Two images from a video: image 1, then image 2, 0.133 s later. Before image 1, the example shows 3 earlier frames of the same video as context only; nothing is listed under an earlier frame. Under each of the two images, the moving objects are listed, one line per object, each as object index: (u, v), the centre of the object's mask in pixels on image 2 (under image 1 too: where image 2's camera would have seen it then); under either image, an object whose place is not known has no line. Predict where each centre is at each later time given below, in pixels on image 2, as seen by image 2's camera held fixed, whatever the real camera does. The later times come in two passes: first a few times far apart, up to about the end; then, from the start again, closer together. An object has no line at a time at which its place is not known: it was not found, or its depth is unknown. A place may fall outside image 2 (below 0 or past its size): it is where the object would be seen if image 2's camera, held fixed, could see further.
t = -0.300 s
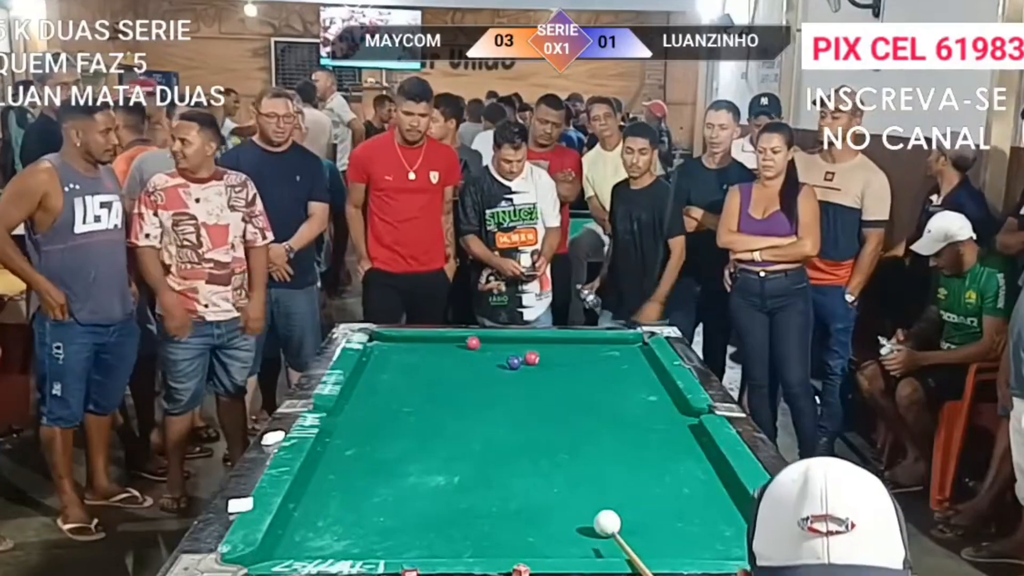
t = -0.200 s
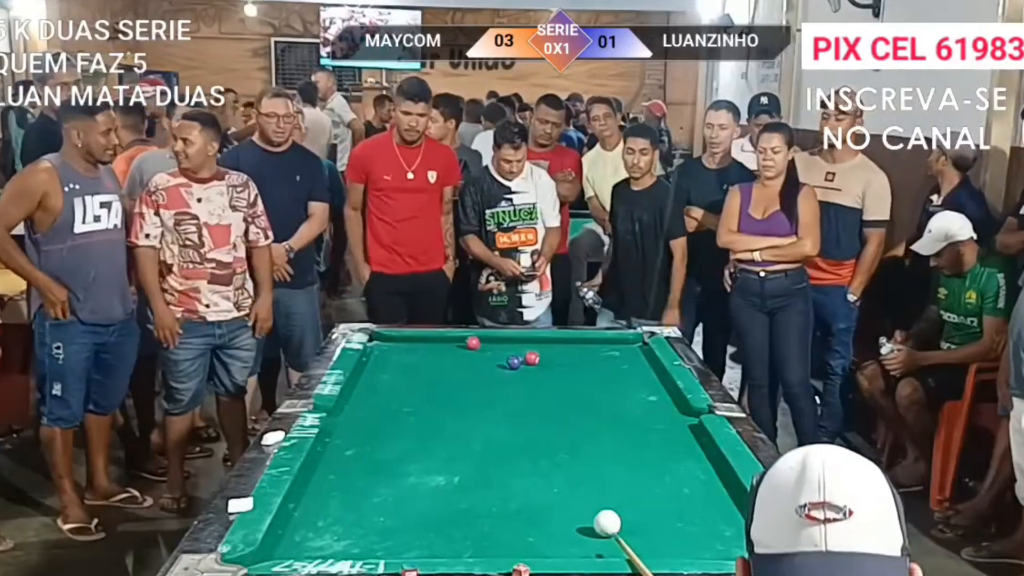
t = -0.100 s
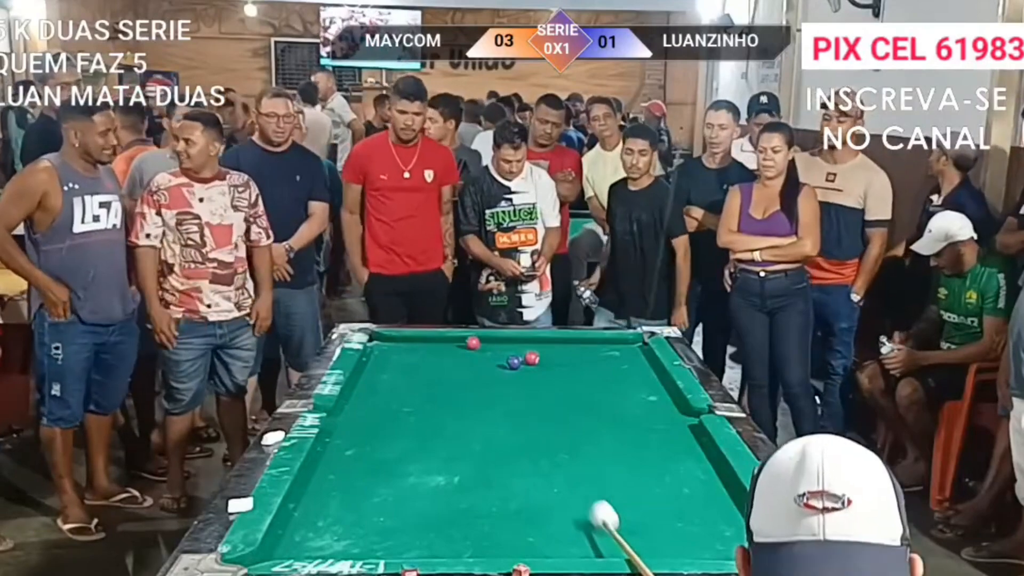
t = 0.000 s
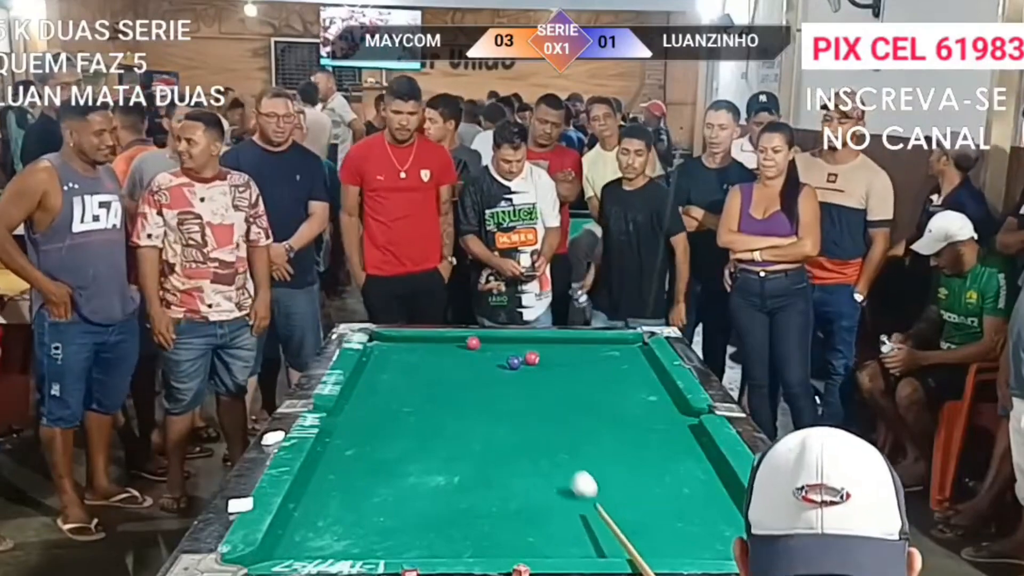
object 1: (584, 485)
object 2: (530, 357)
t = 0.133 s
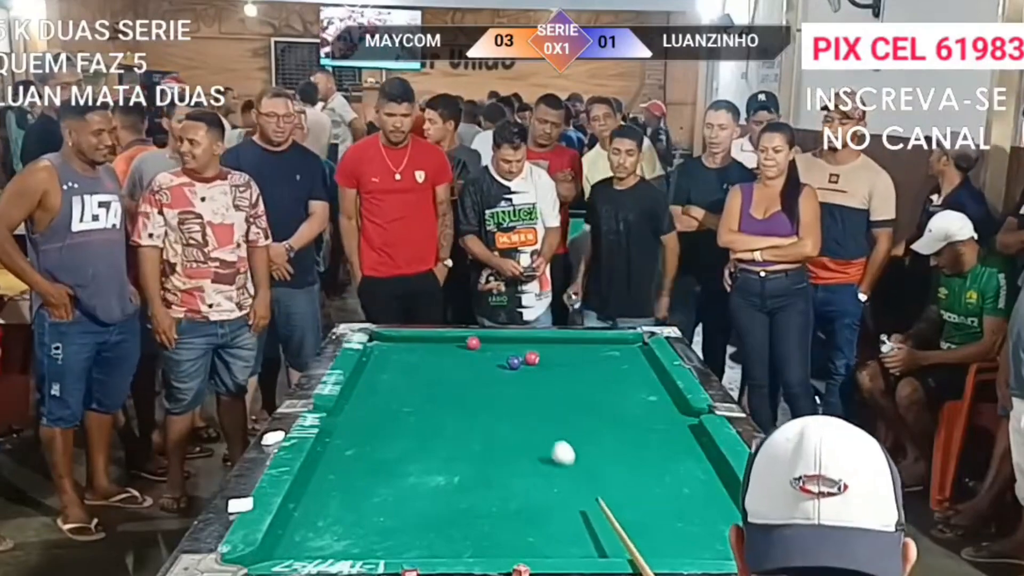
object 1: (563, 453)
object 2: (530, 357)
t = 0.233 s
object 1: (550, 434)
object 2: (530, 357)
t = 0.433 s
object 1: (528, 400)
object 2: (530, 357)
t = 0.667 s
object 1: (507, 369)
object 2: (530, 357)
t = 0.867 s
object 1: (471, 354)
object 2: (553, 352)
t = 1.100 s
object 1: (429, 340)
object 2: (585, 345)
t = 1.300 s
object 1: (391, 343)
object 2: (610, 341)
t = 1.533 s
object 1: (388, 351)
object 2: (634, 345)
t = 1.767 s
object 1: (411, 360)
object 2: (638, 348)
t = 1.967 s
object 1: (431, 368)
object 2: (628, 351)
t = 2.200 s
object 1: (456, 376)
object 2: (618, 355)
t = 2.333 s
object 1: (469, 381)
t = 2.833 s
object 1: (521, 401)
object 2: (593, 362)
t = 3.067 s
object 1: (545, 410)
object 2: (587, 364)
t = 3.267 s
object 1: (565, 417)
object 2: (582, 366)
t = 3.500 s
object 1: (588, 426)
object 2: (577, 366)
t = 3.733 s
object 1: (612, 435)
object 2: (573, 368)
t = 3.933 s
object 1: (631, 442)
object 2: (572, 369)
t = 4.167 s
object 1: (653, 451)
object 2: (570, 369)
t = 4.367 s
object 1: (671, 457)
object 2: (570, 369)
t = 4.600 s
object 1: (692, 465)
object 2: (570, 369)
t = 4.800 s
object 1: (709, 471)
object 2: (570, 369)
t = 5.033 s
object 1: (724, 477)
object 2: (570, 369)
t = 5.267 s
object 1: (720, 482)
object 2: (570, 369)
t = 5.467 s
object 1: (718, 485)
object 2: (570, 369)
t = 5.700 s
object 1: (715, 488)
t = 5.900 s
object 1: (714, 489)
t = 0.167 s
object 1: (559, 447)
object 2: (530, 357)
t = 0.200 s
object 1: (554, 440)
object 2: (530, 357)
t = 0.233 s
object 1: (550, 434)
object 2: (530, 357)
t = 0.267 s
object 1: (546, 427)
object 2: (530, 357)
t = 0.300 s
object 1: (542, 421)
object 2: (530, 357)
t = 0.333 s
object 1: (538, 416)
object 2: (530, 357)
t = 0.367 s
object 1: (535, 410)
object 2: (530, 357)
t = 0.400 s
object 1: (531, 405)
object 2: (530, 357)
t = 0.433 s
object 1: (528, 400)
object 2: (530, 357)
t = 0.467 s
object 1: (524, 395)
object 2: (530, 357)
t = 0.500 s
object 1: (521, 391)
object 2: (530, 357)
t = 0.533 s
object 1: (518, 386)
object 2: (530, 357)
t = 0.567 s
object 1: (515, 381)
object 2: (530, 357)
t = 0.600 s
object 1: (512, 377)
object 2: (530, 357)
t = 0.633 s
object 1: (510, 373)
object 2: (530, 357)
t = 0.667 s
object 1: (507, 369)
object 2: (530, 357)
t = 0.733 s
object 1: (498, 363)
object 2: (532, 357)
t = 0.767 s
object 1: (491, 361)
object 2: (536, 356)
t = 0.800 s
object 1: (484, 359)
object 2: (540, 355)
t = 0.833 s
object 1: (477, 356)
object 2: (547, 354)
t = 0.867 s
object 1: (471, 354)
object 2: (553, 352)
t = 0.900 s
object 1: (464, 352)
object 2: (557, 351)
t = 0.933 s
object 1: (458, 350)
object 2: (563, 350)
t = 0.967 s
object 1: (452, 348)
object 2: (568, 349)
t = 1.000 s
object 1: (446, 346)
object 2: (572, 348)
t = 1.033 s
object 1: (441, 343)
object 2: (577, 347)
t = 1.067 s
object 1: (435, 342)
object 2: (581, 346)
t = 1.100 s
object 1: (429, 340)
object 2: (585, 345)
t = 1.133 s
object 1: (424, 338)
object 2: (590, 344)
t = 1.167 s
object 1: (417, 338)
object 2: (594, 344)
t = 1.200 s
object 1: (411, 340)
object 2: (598, 343)
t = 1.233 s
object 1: (404, 341)
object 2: (603, 342)
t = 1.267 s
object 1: (398, 342)
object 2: (606, 341)
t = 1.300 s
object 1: (391, 343)
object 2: (610, 341)
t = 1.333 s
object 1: (385, 345)
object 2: (613, 341)
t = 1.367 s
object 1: (378, 346)
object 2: (617, 341)
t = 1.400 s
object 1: (374, 347)
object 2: (620, 342)
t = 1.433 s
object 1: (377, 348)
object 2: (623, 343)
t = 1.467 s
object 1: (381, 349)
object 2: (627, 343)
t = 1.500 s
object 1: (384, 350)
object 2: (630, 344)
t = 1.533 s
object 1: (388, 351)
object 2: (634, 345)
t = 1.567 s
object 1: (391, 353)
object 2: (637, 345)
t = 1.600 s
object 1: (394, 354)
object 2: (641, 347)
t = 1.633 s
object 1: (397, 355)
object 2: (642, 347)
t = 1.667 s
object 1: (401, 357)
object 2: (642, 347)
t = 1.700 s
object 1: (404, 358)
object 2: (641, 348)
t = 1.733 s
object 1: (408, 359)
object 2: (640, 348)
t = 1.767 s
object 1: (411, 360)
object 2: (638, 348)
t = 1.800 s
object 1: (414, 362)
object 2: (635, 349)
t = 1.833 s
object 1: (418, 363)
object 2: (634, 349)
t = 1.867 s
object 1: (421, 364)
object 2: (632, 350)
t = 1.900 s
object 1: (425, 365)
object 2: (631, 351)
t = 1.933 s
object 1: (428, 366)
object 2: (630, 351)
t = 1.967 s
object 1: (431, 368)
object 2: (628, 351)
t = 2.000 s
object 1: (435, 369)
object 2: (627, 352)
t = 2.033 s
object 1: (438, 370)
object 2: (625, 352)
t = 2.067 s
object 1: (441, 372)
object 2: (623, 353)
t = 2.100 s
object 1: (447, 372)
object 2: (622, 353)
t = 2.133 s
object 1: (449, 374)
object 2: (620, 353)
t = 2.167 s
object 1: (452, 375)
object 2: (619, 354)
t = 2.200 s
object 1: (456, 376)
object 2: (618, 355)
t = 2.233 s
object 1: (459, 378)
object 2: (616, 355)
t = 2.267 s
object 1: (462, 379)
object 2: (614, 356)
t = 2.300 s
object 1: (466, 380)
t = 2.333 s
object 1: (469, 381)
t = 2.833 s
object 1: (521, 401)
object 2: (593, 362)
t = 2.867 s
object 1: (524, 402)
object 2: (593, 362)
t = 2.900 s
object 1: (528, 403)
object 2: (592, 362)
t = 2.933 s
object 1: (531, 405)
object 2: (590, 363)
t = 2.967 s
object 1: (534, 406)
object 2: (589, 363)
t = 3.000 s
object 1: (538, 407)
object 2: (588, 363)
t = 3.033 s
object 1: (541, 408)
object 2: (587, 364)
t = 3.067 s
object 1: (545, 410)
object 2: (587, 364)
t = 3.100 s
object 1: (548, 411)
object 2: (586, 364)
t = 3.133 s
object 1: (552, 412)
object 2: (585, 365)
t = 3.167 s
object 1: (555, 413)
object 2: (584, 365)
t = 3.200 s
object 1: (558, 415)
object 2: (584, 365)
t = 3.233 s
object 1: (562, 416)
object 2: (583, 365)
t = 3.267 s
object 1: (565, 417)
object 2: (582, 366)
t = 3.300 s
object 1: (568, 419)
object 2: (581, 366)
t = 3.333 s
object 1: (572, 420)
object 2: (580, 366)
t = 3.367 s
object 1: (575, 421)
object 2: (580, 366)
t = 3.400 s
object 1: (579, 422)
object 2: (579, 366)
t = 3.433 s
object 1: (582, 424)
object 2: (578, 366)
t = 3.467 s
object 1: (585, 425)
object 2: (578, 366)
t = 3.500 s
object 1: (588, 426)
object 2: (577, 366)
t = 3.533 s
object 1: (592, 427)
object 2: (577, 367)
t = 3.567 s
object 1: (595, 429)
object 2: (576, 367)
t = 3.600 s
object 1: (599, 430)
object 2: (575, 368)
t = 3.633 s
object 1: (602, 431)
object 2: (575, 368)
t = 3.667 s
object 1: (605, 432)
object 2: (574, 368)
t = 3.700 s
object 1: (608, 433)
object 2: (574, 368)
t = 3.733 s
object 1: (612, 435)
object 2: (573, 368)
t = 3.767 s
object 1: (615, 436)
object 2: (573, 369)
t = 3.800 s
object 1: (618, 437)
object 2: (573, 369)
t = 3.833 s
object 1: (621, 438)
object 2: (573, 369)
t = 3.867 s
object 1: (625, 440)
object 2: (572, 369)
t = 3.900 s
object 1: (628, 441)
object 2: (572, 369)
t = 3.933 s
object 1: (631, 442)
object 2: (572, 369)
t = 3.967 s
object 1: (635, 444)
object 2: (572, 369)
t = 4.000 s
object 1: (638, 444)
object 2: (571, 369)
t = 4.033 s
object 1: (641, 446)
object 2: (571, 369)
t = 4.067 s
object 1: (644, 447)
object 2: (571, 369)
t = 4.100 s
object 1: (647, 449)
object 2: (571, 369)
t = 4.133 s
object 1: (650, 449)
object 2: (571, 369)
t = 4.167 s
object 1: (653, 451)
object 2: (570, 369)
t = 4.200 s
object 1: (656, 452)
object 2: (570, 369)
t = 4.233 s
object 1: (660, 453)
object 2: (570, 369)
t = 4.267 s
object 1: (663, 454)
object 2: (570, 369)
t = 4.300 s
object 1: (666, 455)
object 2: (570, 369)
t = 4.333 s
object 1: (668, 456)
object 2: (570, 369)
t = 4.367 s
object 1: (671, 457)
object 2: (570, 369)
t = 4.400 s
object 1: (674, 459)
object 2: (570, 369)
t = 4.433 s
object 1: (678, 460)
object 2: (570, 369)
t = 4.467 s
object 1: (680, 461)
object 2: (570, 369)
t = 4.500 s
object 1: (684, 461)
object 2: (570, 369)
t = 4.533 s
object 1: (686, 463)
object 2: (570, 369)
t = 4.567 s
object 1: (689, 464)
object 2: (570, 369)
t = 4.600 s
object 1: (692, 465)
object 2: (570, 369)
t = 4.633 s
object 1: (695, 466)
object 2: (570, 369)
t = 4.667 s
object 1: (698, 467)
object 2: (570, 369)
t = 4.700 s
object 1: (701, 468)
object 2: (570, 369)
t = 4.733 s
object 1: (703, 469)
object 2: (570, 369)
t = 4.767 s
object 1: (706, 470)
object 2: (570, 369)
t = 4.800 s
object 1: (709, 471)
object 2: (570, 369)
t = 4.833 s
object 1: (712, 472)
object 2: (570, 369)
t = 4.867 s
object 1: (715, 473)
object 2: (570, 369)
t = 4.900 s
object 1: (717, 474)
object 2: (570, 369)
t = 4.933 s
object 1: (720, 475)
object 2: (570, 369)
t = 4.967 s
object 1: (723, 476)
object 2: (570, 369)
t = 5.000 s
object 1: (725, 476)
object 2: (570, 369)
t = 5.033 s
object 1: (724, 477)
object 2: (570, 369)
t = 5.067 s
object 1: (724, 478)
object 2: (570, 369)
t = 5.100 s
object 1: (723, 479)
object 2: (570, 369)
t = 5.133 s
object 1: (723, 479)
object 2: (570, 369)
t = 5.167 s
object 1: (722, 480)
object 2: (570, 369)
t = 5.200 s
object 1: (722, 481)
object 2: (570, 369)
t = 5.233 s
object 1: (721, 481)
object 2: (570, 369)
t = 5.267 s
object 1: (720, 482)
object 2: (570, 369)
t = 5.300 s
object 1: (720, 482)
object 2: (570, 369)
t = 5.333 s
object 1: (720, 483)
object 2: (570, 369)
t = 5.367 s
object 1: (719, 483)
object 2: (570, 369)
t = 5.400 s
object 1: (718, 484)
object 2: (570, 369)
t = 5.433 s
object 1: (718, 484)
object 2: (570, 369)
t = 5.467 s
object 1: (718, 485)
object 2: (570, 369)
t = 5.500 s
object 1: (717, 485)
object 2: (570, 369)
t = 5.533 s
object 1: (717, 486)
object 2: (570, 369)
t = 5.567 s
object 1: (717, 486)
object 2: (570, 369)
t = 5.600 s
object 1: (716, 486)
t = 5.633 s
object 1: (716, 487)
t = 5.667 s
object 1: (715, 487)
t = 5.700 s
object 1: (715, 488)
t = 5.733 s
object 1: (715, 488)
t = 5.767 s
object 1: (715, 488)
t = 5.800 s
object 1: (714, 489)
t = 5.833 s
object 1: (714, 489)
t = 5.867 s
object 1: (714, 489)
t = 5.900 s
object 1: (714, 489)
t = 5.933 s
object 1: (713, 490)
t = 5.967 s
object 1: (713, 490)
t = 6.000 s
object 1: (713, 490)
